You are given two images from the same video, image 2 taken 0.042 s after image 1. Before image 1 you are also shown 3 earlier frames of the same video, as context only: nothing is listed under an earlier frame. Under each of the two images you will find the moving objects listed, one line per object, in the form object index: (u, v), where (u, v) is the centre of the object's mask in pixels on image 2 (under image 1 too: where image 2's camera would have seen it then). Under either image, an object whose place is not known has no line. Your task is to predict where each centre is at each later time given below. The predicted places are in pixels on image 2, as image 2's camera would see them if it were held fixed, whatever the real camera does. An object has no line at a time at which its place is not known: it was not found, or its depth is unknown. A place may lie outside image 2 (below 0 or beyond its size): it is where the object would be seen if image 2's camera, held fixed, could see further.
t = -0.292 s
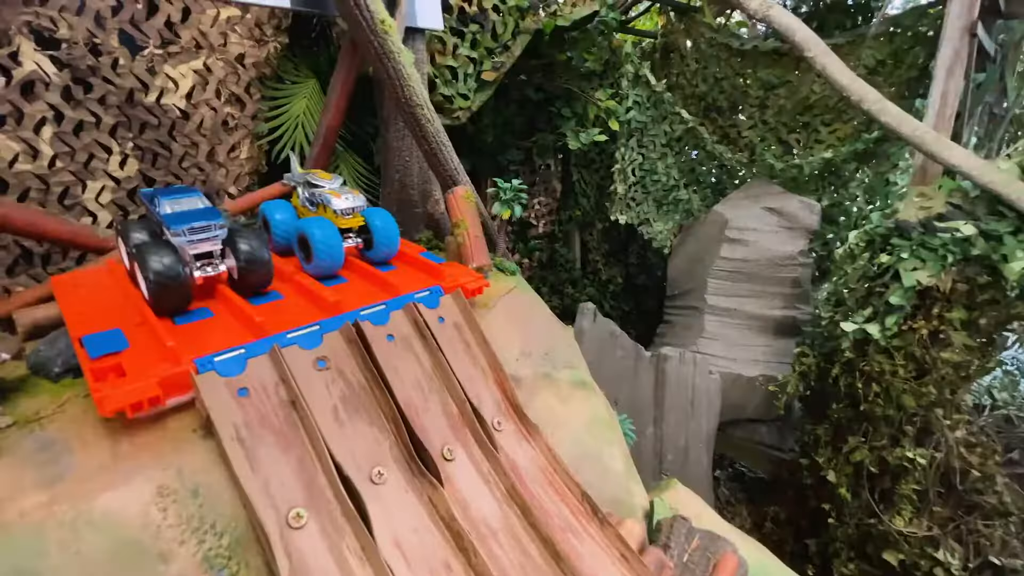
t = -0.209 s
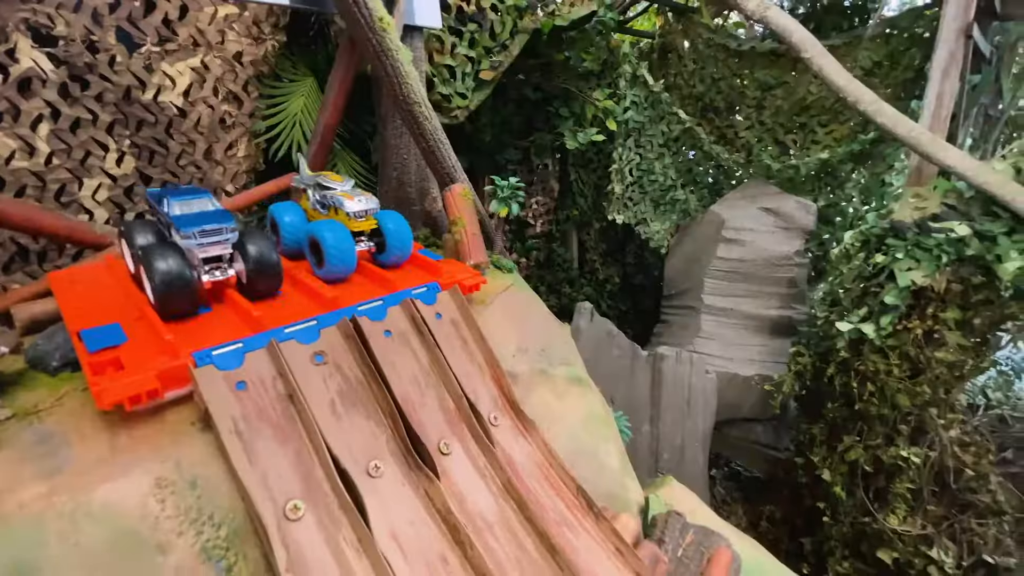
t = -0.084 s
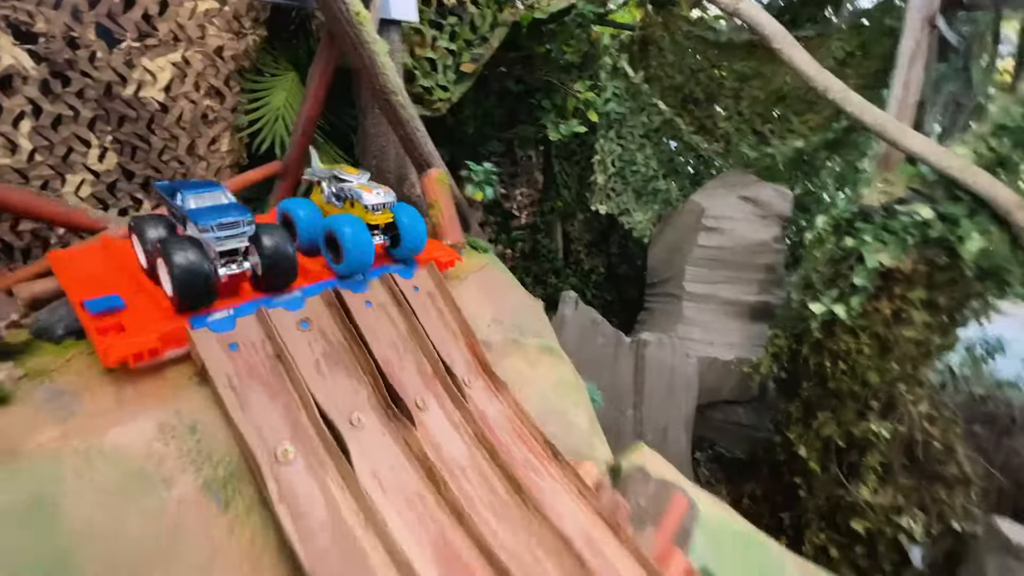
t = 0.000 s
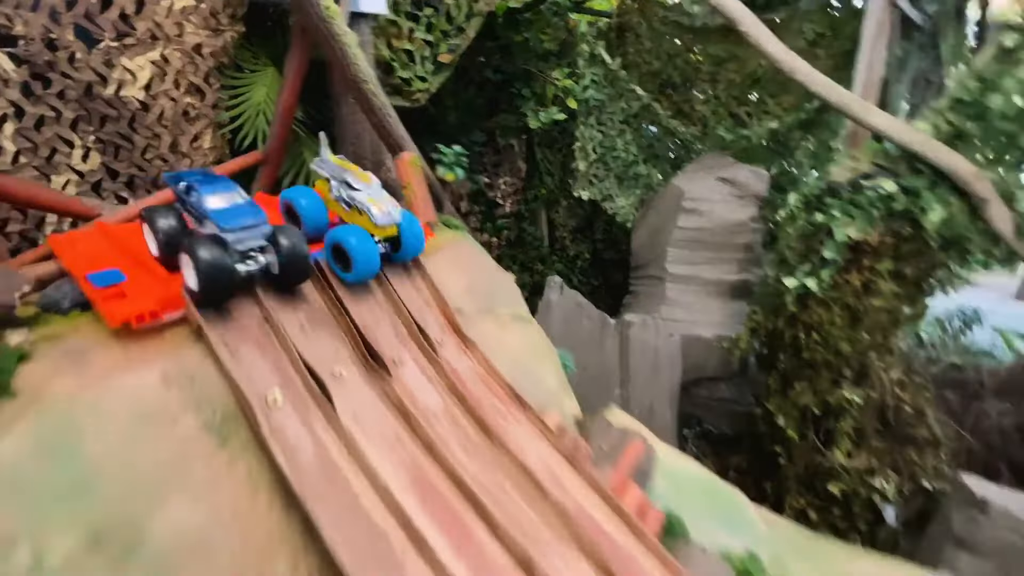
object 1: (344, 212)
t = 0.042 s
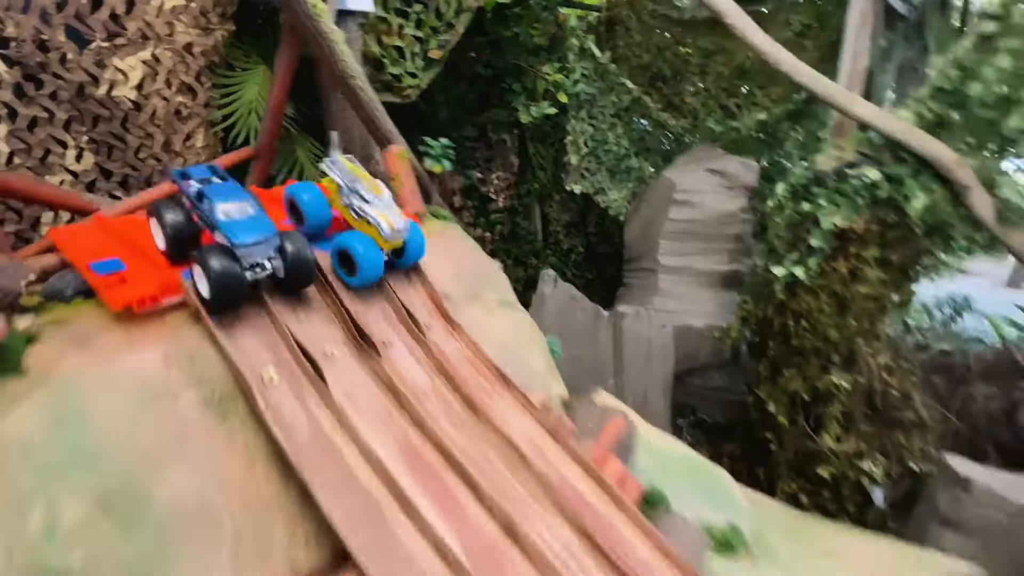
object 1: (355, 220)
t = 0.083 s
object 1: (376, 244)
